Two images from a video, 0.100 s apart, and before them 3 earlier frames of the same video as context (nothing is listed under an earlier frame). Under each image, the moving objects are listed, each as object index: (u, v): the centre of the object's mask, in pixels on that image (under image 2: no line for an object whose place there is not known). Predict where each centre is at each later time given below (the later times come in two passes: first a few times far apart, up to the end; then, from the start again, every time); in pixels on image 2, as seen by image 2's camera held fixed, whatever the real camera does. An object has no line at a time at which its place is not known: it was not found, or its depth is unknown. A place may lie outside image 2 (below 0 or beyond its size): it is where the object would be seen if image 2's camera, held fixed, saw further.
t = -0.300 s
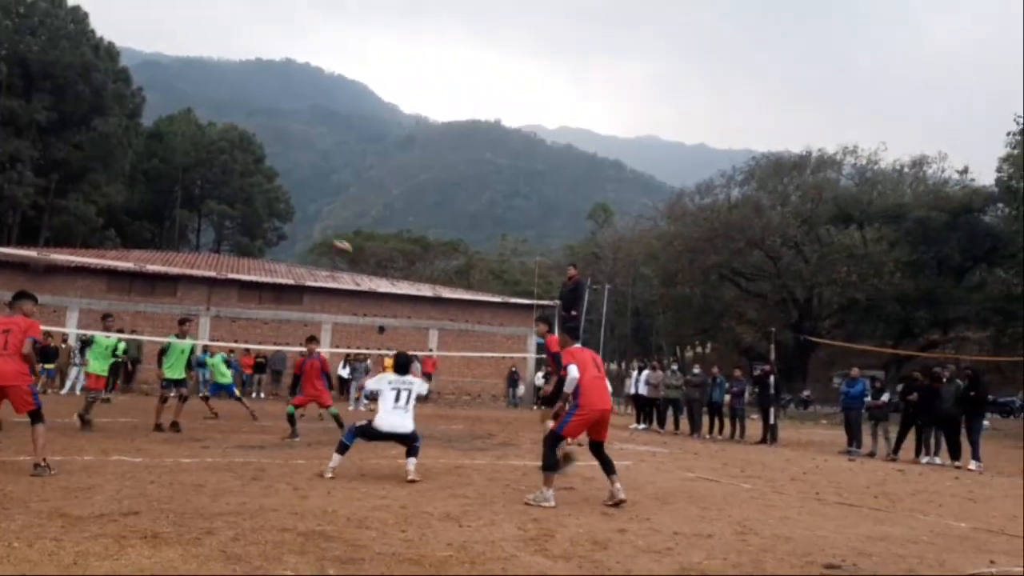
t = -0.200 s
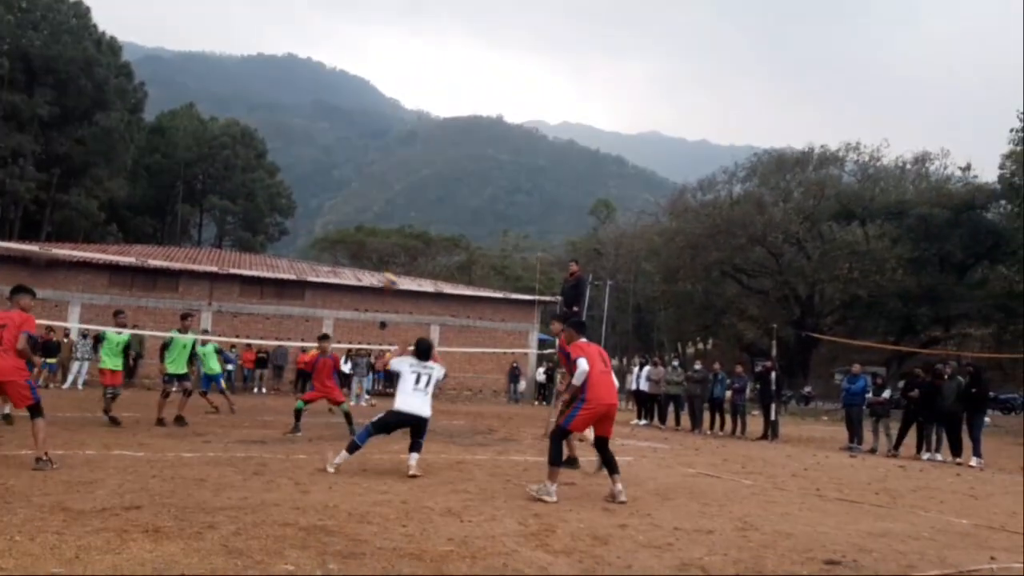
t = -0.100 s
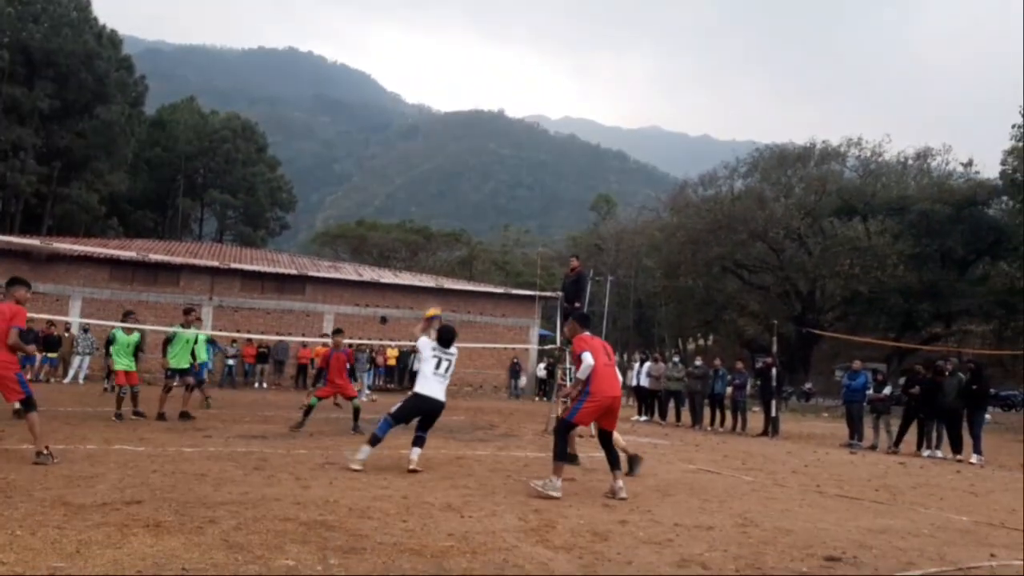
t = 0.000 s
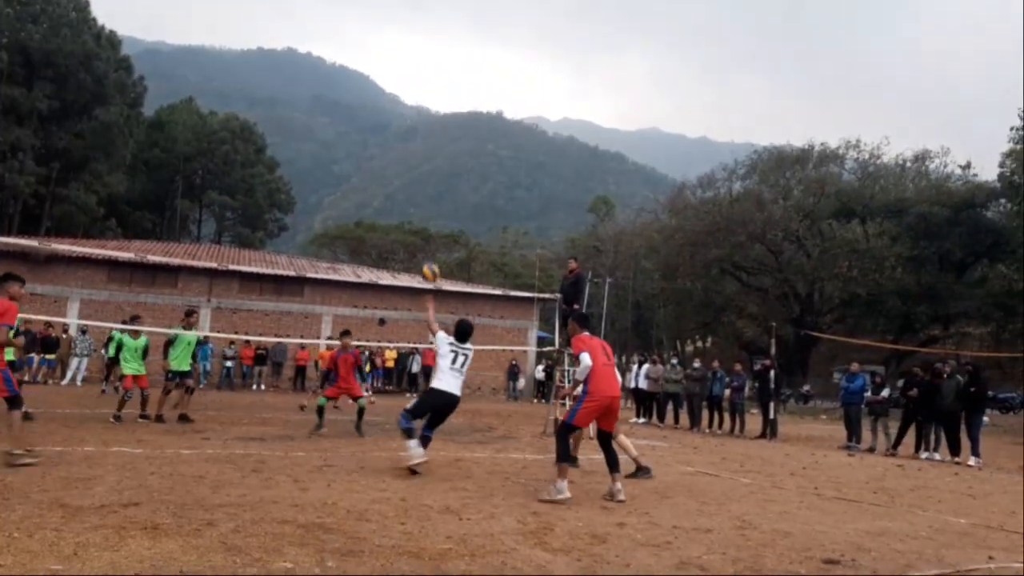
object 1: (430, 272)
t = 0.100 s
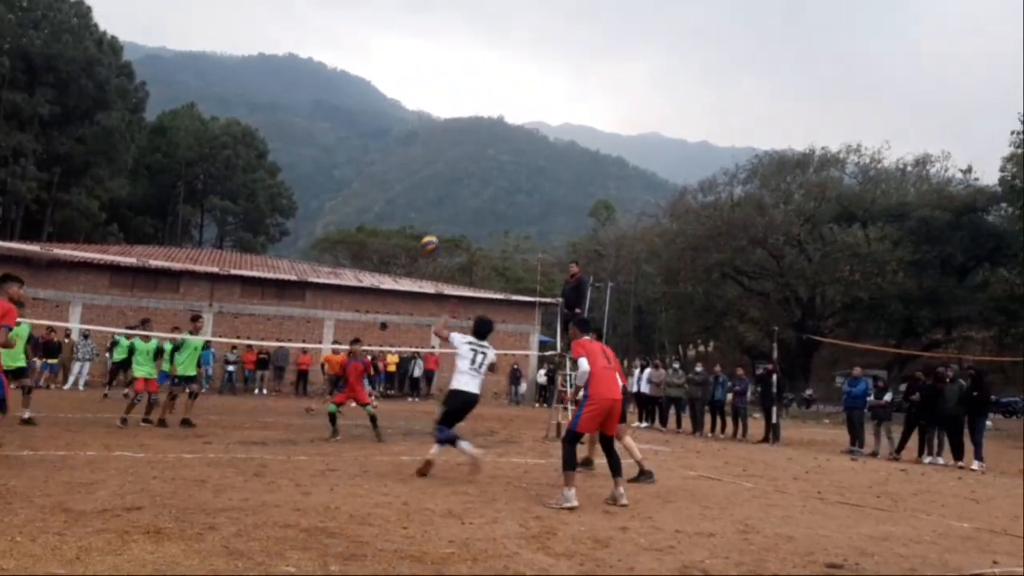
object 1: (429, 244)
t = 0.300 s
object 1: (424, 208)
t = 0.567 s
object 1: (413, 210)
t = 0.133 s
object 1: (429, 235)
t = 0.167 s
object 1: (428, 228)
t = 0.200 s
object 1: (427, 222)
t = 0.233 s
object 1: (426, 217)
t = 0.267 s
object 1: (426, 212)
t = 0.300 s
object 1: (424, 208)
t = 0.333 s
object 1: (423, 206)
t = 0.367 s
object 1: (422, 204)
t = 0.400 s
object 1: (420, 203)
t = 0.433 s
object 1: (419, 203)
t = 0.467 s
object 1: (418, 205)
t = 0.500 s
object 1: (416, 205)
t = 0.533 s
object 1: (414, 207)
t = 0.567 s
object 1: (413, 210)
